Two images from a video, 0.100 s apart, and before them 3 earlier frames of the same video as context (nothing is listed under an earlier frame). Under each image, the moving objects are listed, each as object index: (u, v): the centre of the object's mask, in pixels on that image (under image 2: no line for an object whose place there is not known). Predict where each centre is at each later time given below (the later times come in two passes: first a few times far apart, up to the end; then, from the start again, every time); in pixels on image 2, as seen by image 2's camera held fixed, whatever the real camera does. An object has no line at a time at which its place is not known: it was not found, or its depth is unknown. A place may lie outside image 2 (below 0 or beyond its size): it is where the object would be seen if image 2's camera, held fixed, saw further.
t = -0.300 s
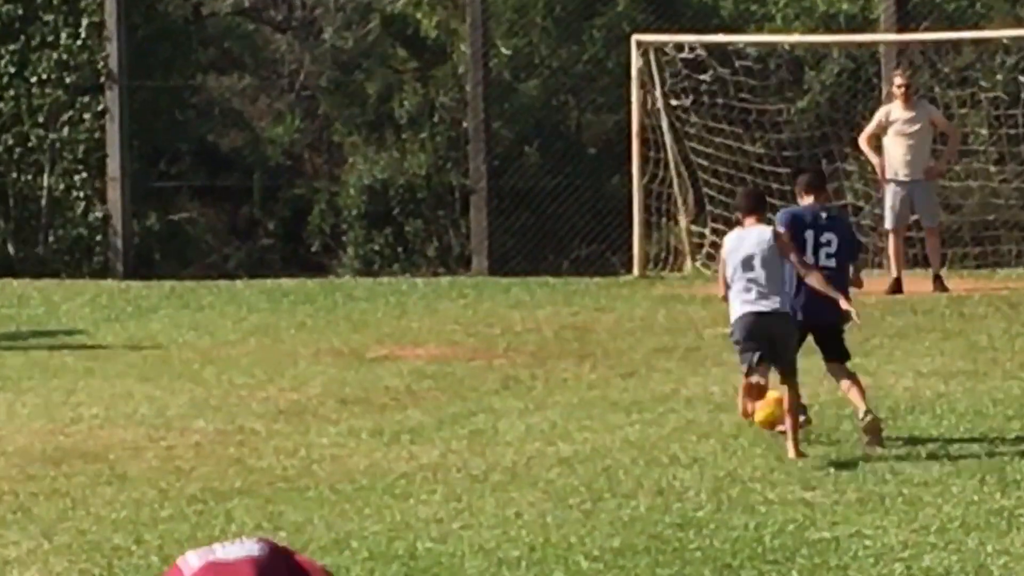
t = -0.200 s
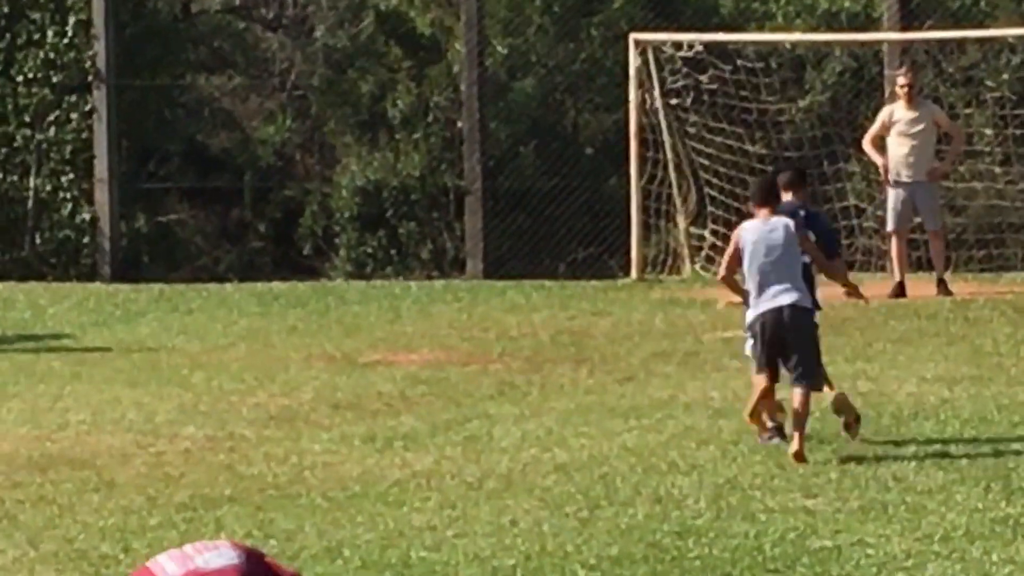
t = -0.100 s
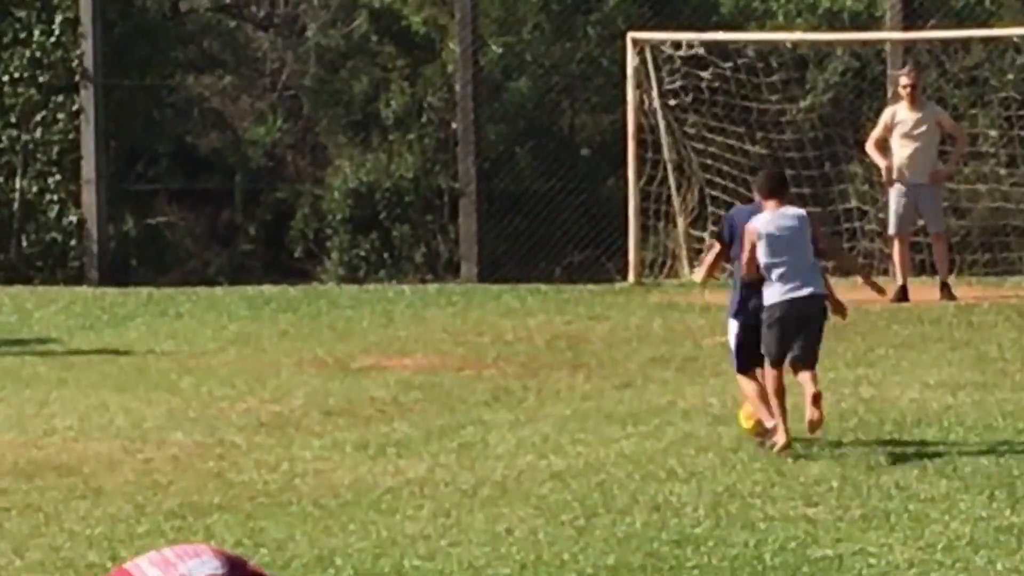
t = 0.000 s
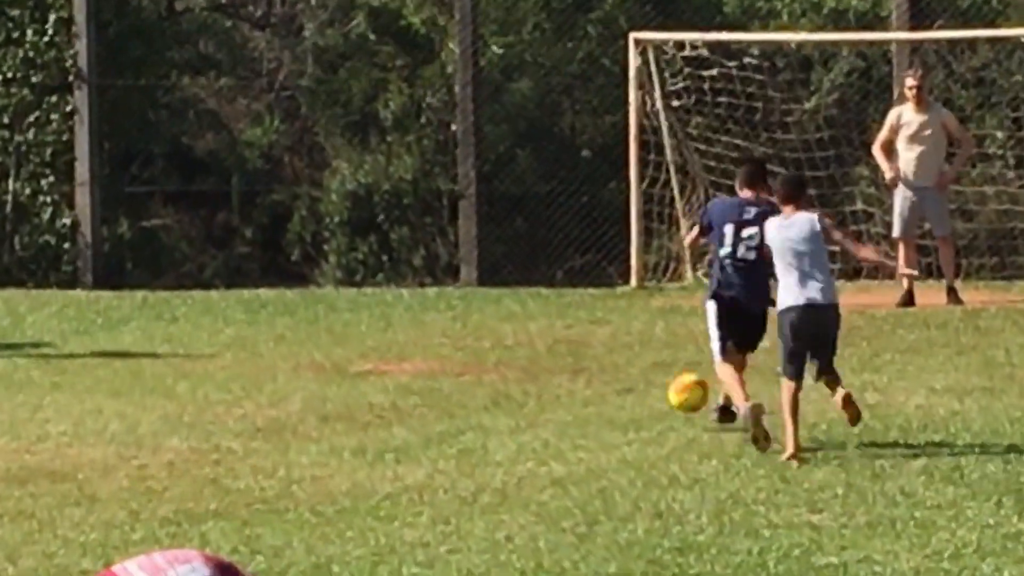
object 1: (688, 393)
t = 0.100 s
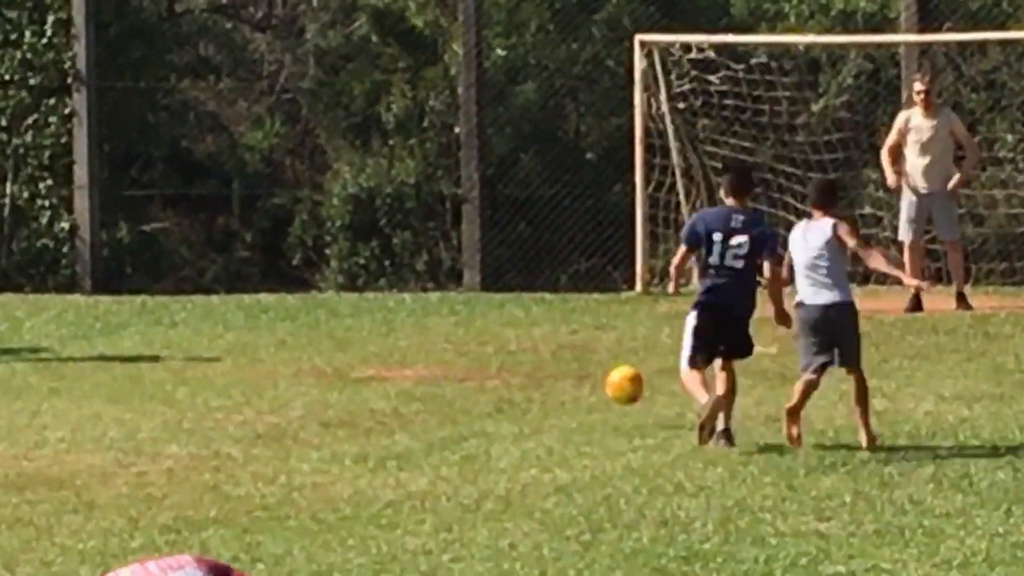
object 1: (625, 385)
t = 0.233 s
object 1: (542, 389)
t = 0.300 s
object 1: (505, 390)
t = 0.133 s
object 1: (603, 384)
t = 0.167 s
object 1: (582, 384)
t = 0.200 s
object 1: (562, 385)
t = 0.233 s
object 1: (542, 389)
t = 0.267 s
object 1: (522, 394)
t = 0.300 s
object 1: (505, 390)
